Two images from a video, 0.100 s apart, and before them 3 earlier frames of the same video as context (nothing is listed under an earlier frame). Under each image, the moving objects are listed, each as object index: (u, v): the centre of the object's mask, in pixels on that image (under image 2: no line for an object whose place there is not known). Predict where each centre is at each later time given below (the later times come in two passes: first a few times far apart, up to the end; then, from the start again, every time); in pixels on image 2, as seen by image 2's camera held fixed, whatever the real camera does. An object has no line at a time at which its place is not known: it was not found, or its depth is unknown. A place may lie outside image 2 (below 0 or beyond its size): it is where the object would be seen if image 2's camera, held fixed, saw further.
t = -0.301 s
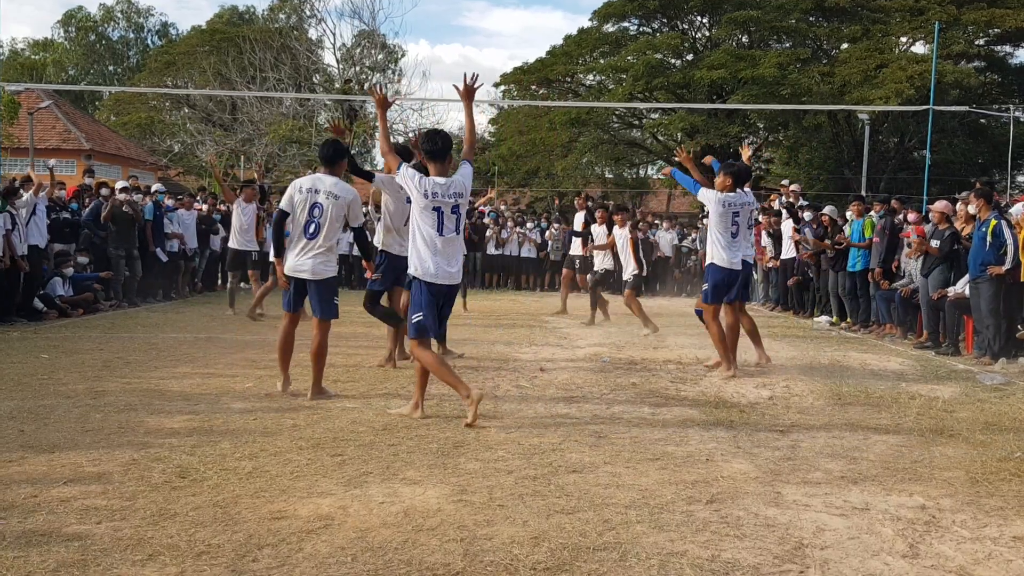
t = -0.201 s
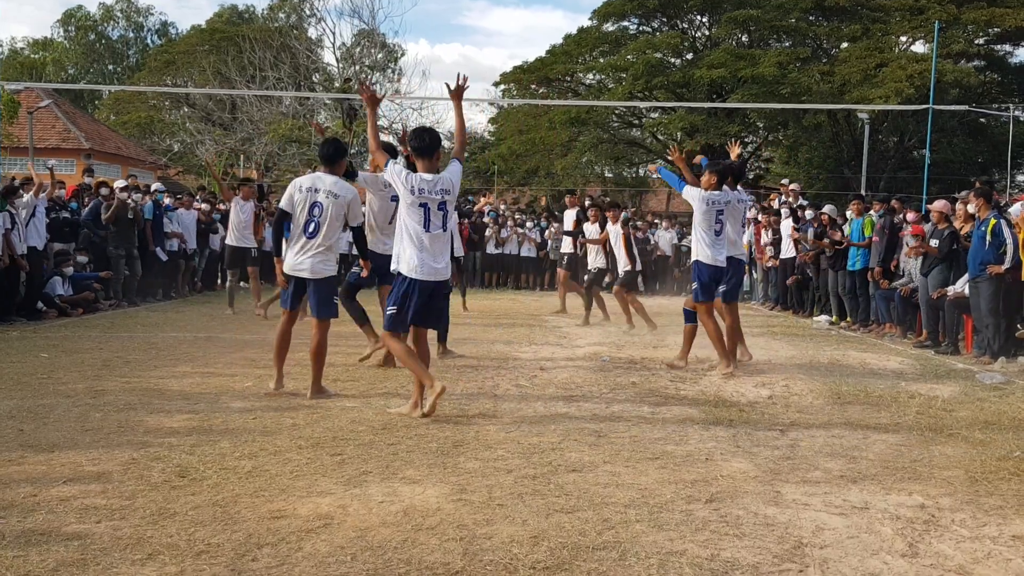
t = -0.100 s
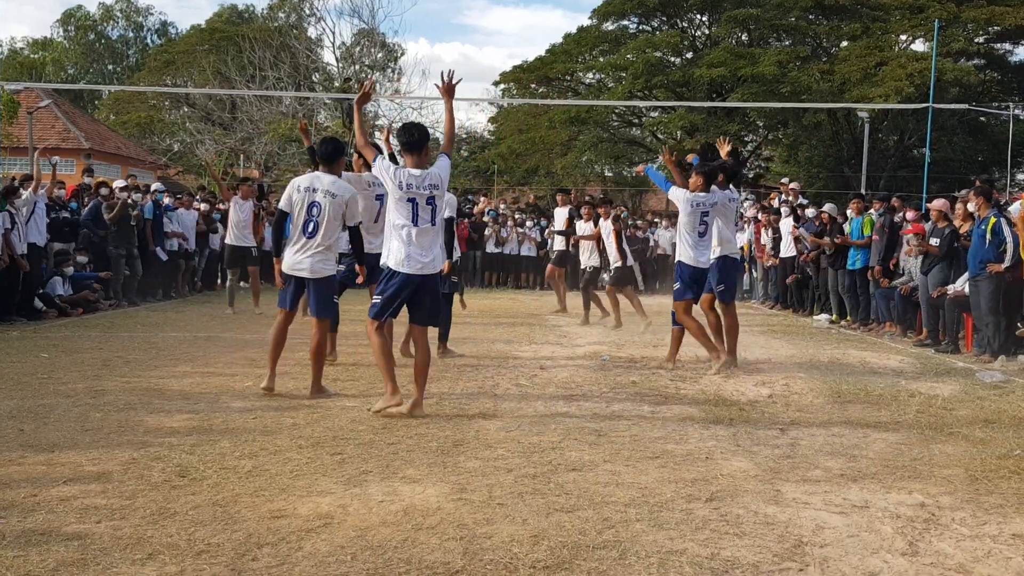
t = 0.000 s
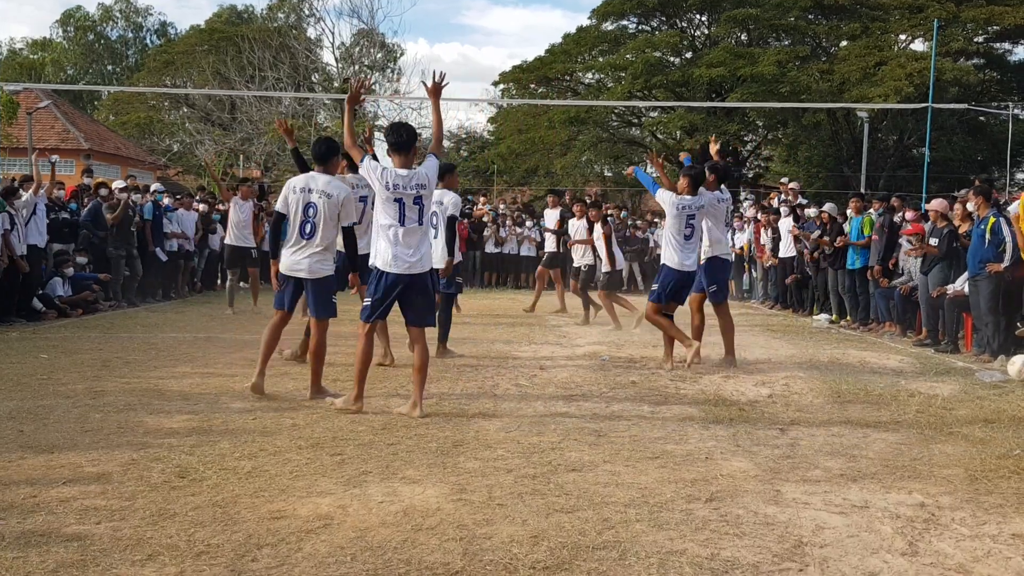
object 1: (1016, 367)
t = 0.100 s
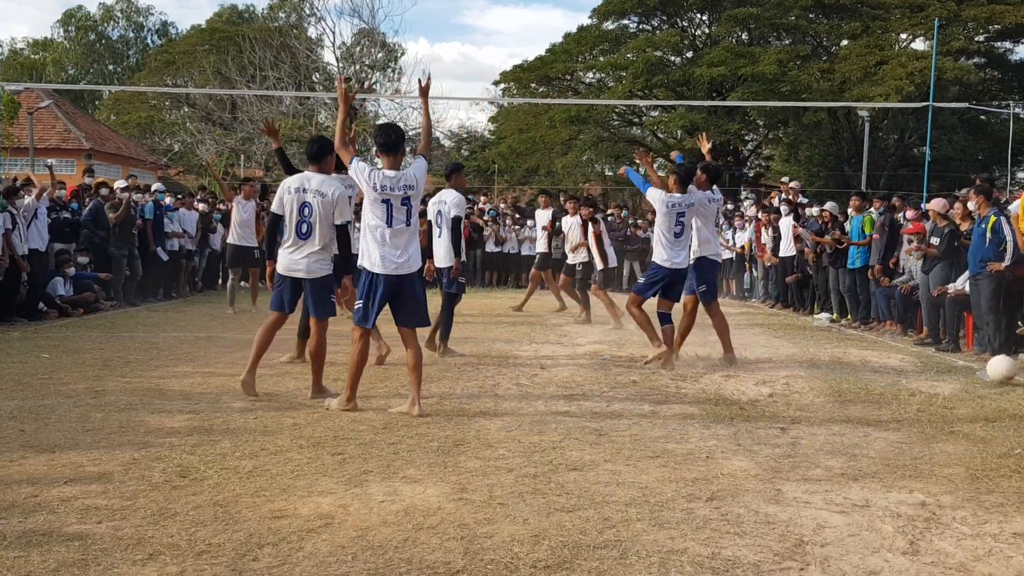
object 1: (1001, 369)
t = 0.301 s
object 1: (958, 370)
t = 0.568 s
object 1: (898, 372)
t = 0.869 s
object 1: (842, 373)
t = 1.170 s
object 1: (793, 374)
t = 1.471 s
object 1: (745, 378)
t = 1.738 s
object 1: (705, 377)
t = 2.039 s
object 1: (664, 380)
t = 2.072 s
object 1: (660, 378)
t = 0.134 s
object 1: (994, 368)
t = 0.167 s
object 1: (987, 368)
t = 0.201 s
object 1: (979, 370)
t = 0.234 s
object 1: (972, 372)
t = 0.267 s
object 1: (965, 371)
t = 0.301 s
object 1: (958, 370)
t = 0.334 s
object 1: (949, 370)
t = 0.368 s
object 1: (942, 372)
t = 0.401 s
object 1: (934, 374)
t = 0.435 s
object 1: (927, 374)
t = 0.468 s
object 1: (919, 374)
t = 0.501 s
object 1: (912, 374)
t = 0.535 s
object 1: (905, 372)
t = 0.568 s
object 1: (898, 372)
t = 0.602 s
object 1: (892, 371)
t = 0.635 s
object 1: (886, 373)
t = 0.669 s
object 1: (878, 373)
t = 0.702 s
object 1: (872, 372)
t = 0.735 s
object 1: (866, 371)
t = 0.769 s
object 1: (861, 371)
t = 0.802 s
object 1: (854, 373)
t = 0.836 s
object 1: (848, 373)
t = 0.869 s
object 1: (842, 373)
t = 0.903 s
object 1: (836, 374)
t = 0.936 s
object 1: (829, 372)
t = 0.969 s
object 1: (824, 373)
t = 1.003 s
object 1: (820, 372)
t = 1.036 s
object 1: (814, 372)
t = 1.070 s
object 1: (809, 372)
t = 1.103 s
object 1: (803, 373)
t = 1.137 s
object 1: (798, 373)
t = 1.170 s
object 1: (793, 374)
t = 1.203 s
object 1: (788, 375)
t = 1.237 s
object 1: (782, 375)
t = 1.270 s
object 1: (777, 376)
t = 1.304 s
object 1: (772, 377)
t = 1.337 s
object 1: (766, 377)
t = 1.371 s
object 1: (761, 378)
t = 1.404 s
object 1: (756, 378)
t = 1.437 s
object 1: (750, 379)
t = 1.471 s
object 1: (745, 378)
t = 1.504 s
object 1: (740, 378)
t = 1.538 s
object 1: (735, 378)
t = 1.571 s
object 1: (730, 378)
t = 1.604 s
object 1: (725, 378)
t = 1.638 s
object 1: (720, 378)
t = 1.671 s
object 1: (715, 378)
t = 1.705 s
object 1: (710, 377)
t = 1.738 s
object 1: (705, 377)
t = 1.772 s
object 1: (701, 378)
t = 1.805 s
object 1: (696, 378)
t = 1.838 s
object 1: (692, 378)
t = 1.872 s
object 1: (687, 379)
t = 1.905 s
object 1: (682, 380)
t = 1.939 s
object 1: (677, 380)
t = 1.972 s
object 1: (672, 380)
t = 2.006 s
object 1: (668, 380)
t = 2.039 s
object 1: (664, 380)
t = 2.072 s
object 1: (660, 378)
